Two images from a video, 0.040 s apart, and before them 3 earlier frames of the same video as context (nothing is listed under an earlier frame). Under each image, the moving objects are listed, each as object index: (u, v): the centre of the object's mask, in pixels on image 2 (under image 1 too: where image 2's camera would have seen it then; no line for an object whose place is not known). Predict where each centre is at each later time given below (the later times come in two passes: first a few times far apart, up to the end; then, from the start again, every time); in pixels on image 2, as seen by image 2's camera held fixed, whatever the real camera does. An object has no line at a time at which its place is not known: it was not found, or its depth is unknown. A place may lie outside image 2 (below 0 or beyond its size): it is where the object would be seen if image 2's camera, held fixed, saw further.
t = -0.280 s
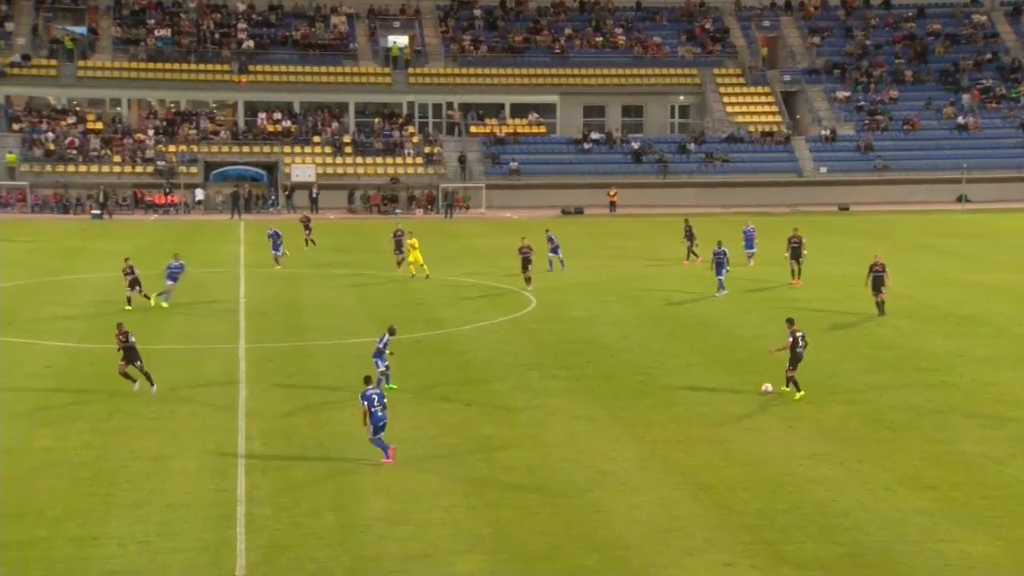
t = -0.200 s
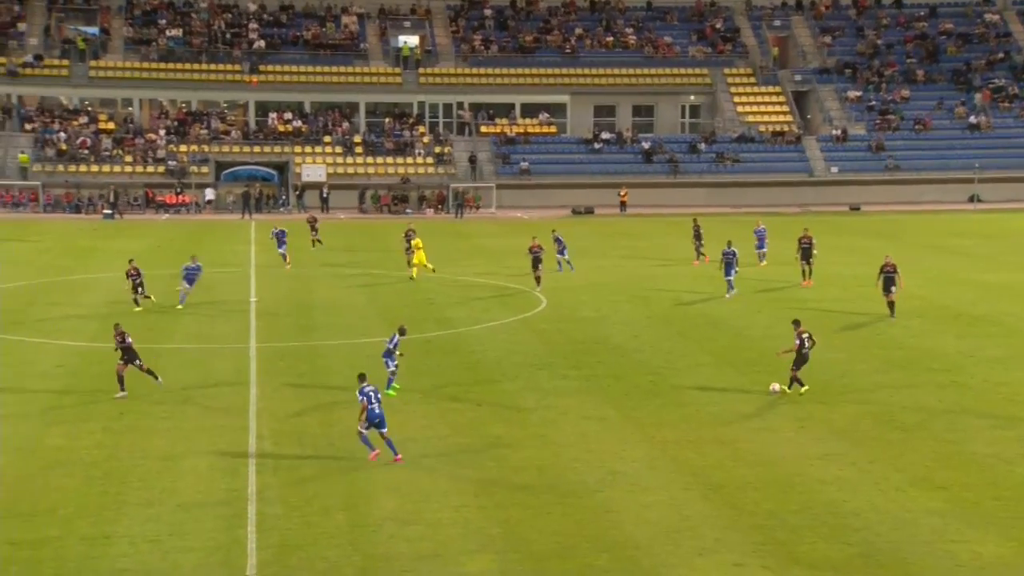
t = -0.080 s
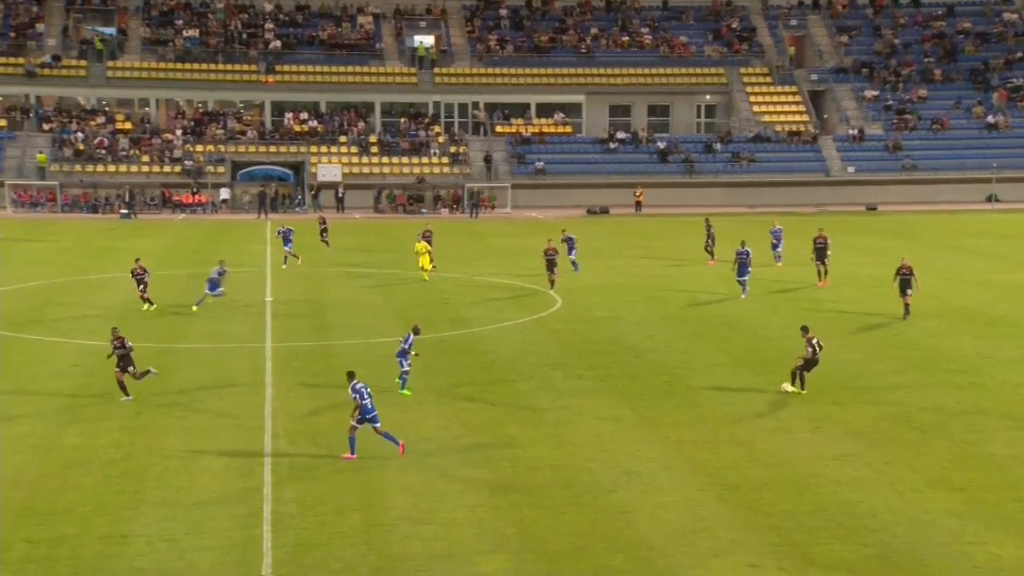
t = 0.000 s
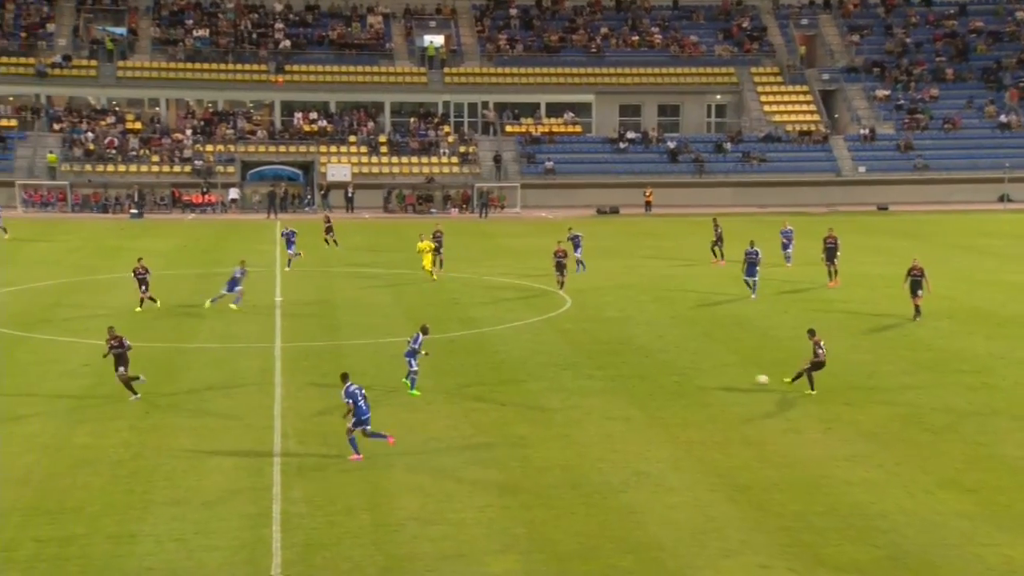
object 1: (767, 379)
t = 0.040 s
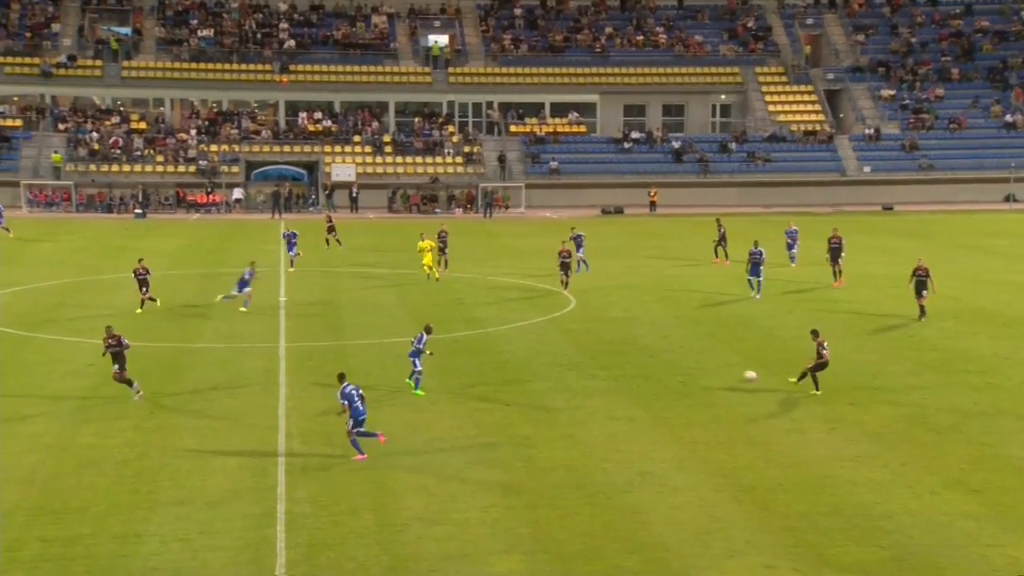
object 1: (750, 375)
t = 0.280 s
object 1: (666, 356)
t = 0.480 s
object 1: (619, 344)
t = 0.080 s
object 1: (734, 372)
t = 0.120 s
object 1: (718, 369)
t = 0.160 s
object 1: (704, 365)
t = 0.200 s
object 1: (691, 362)
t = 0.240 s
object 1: (678, 359)
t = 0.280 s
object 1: (666, 356)
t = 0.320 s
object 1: (656, 353)
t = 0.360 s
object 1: (647, 350)
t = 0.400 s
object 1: (637, 347)
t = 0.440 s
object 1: (628, 346)
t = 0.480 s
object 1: (619, 344)
